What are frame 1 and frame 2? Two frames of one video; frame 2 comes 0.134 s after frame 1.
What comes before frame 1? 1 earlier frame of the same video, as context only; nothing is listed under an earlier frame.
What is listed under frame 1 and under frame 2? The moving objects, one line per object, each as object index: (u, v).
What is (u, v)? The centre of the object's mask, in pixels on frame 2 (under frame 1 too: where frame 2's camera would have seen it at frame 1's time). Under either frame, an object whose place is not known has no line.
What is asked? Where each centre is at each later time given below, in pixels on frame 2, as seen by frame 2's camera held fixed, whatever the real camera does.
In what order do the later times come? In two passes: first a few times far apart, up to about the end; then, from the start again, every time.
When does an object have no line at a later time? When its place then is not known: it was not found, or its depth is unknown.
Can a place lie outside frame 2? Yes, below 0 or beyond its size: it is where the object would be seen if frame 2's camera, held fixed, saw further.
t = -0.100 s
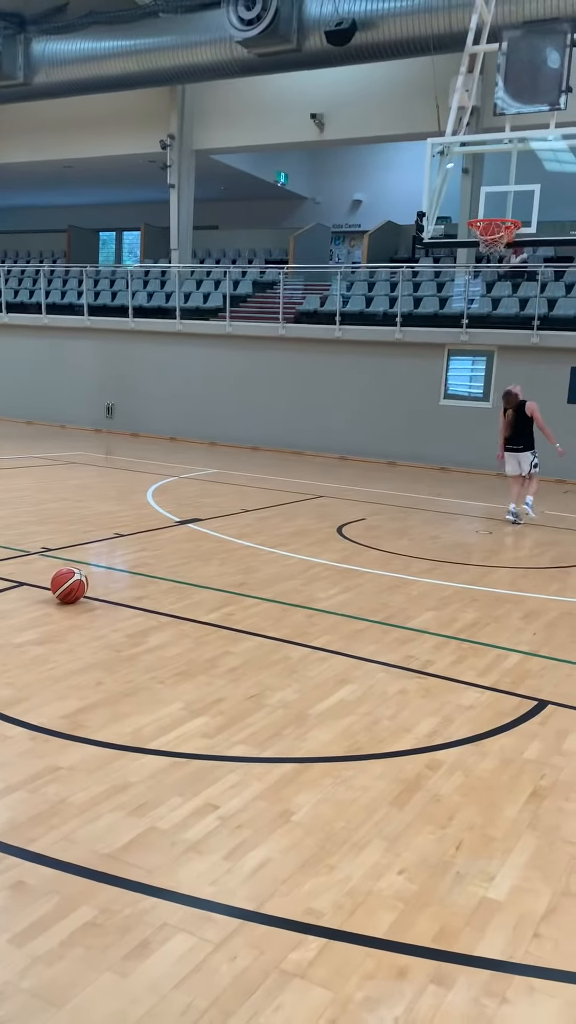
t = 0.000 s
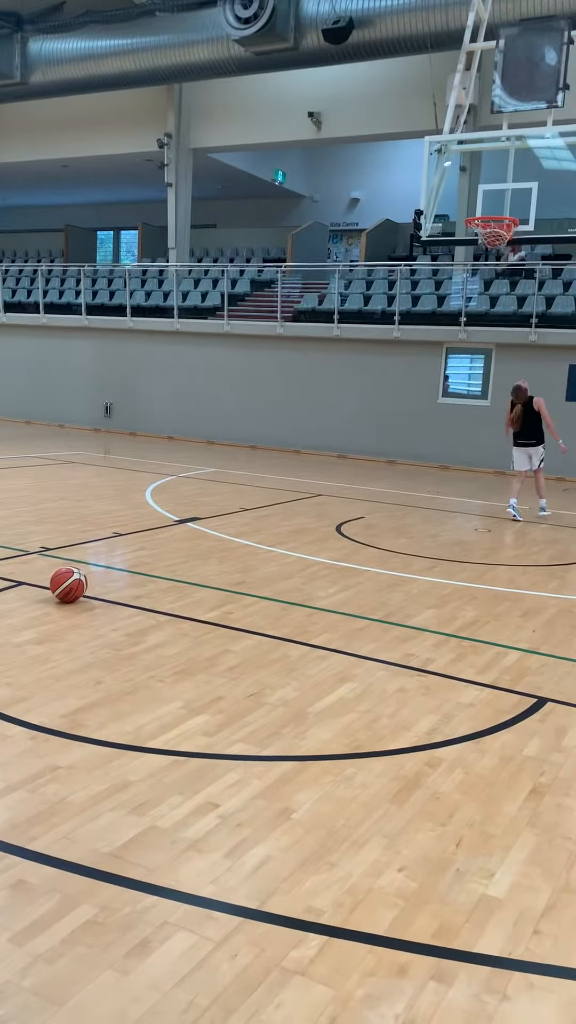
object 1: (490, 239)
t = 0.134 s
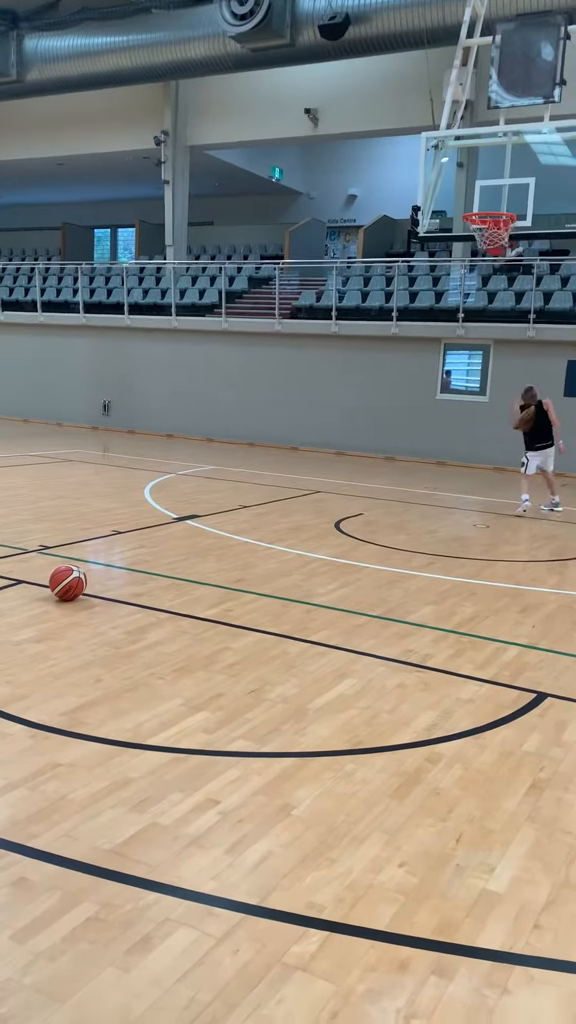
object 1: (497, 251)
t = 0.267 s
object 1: (489, 262)
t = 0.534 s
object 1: (472, 351)
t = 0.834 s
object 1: (451, 516)
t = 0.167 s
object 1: (496, 253)
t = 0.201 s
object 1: (493, 254)
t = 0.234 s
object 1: (492, 257)
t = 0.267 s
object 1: (489, 262)
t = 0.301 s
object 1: (487, 270)
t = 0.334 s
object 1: (485, 278)
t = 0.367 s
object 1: (483, 288)
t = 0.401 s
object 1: (482, 299)
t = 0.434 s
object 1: (478, 310)
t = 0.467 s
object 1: (477, 323)
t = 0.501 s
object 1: (474, 337)
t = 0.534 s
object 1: (472, 351)
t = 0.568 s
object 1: (469, 368)
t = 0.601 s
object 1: (468, 384)
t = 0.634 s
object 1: (465, 401)
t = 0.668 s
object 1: (463, 419)
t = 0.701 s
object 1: (459, 438)
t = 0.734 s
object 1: (458, 457)
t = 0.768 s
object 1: (455, 478)
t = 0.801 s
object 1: (452, 500)
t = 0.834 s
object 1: (451, 516)
